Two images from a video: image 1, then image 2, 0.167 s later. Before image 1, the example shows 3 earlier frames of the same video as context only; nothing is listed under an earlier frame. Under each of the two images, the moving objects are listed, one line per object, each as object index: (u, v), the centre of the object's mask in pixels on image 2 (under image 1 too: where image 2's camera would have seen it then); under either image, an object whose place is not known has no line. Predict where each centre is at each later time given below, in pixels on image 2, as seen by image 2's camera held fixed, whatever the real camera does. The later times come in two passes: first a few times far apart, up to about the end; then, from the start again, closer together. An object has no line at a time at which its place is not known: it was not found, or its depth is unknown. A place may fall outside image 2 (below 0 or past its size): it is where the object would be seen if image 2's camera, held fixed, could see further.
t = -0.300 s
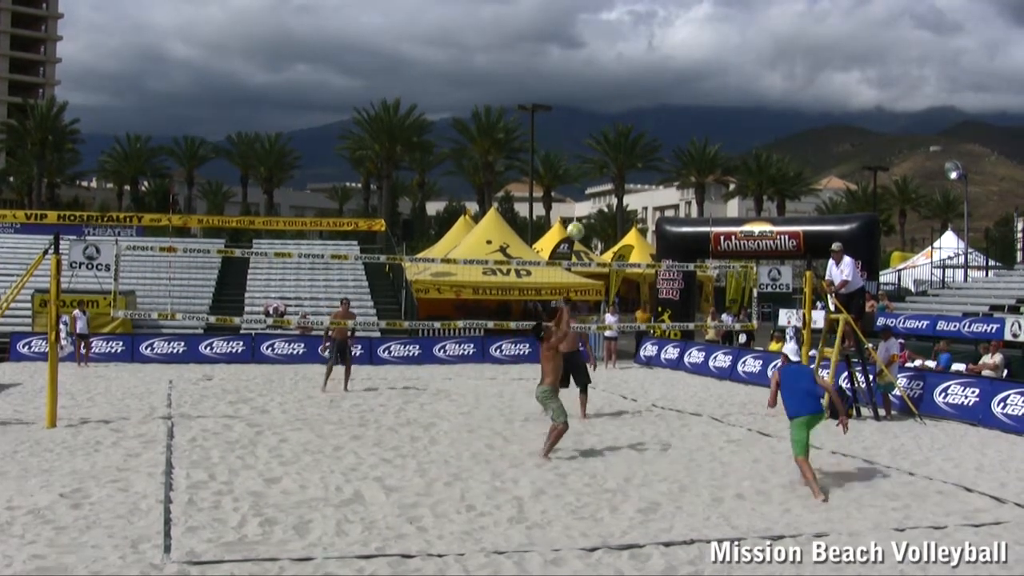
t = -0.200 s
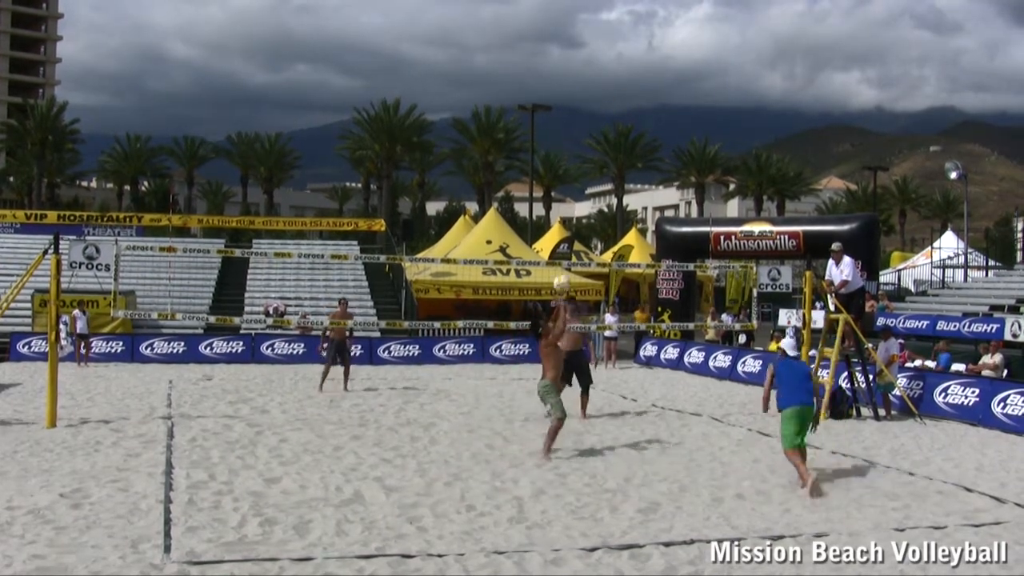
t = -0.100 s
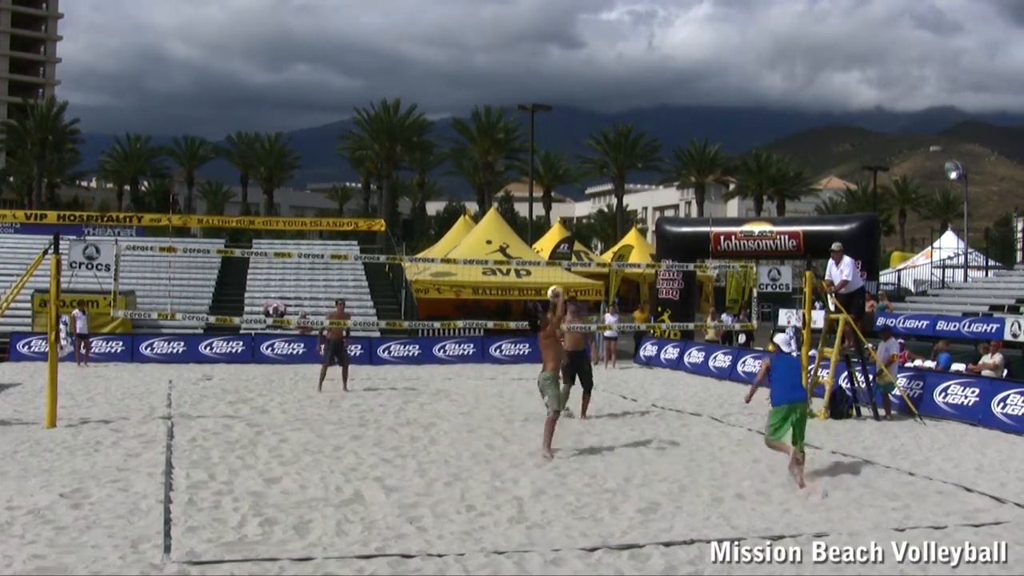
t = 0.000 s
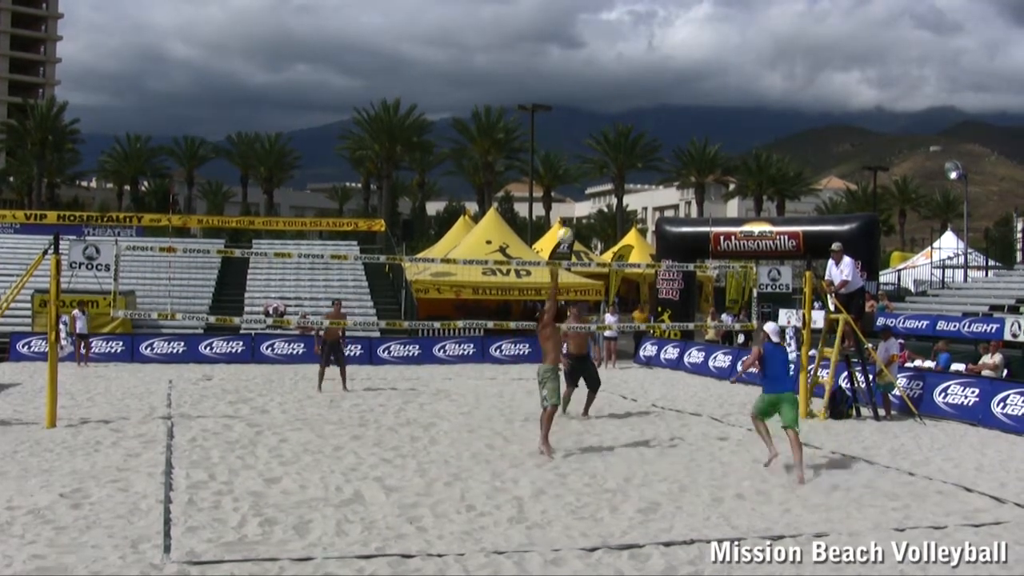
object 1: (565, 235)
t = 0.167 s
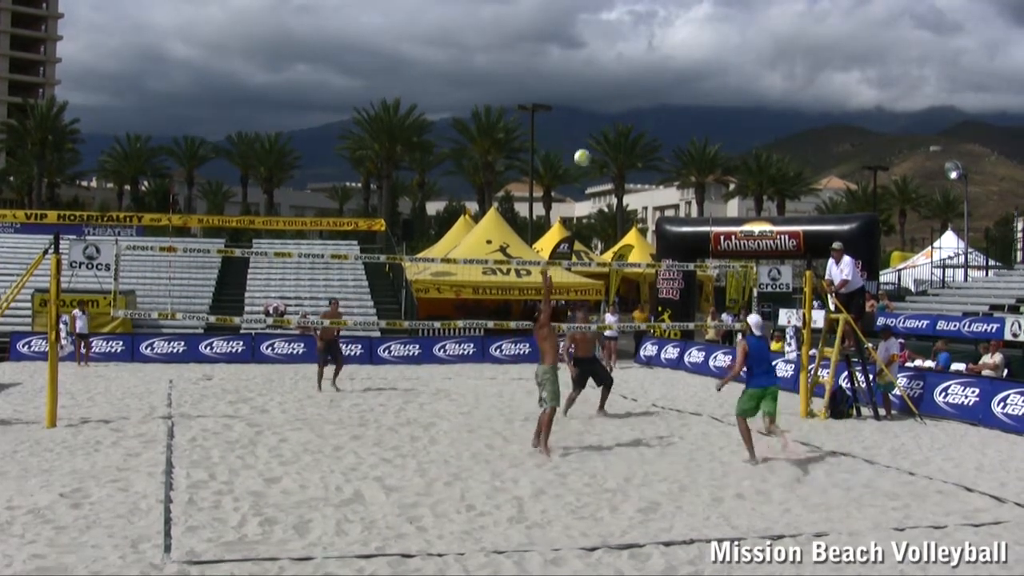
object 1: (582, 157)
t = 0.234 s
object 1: (588, 134)
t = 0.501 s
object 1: (610, 72)
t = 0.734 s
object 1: (628, 64)
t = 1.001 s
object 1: (645, 101)
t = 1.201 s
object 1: (656, 162)
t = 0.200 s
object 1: (585, 145)
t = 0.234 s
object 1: (588, 134)
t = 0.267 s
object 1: (592, 123)
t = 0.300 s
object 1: (594, 113)
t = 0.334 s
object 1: (597, 104)
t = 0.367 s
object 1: (600, 96)
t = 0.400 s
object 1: (602, 89)
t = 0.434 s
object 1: (605, 82)
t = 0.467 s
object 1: (607, 76)
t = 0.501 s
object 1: (610, 72)
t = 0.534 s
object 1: (613, 68)
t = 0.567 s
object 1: (616, 65)
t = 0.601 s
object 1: (618, 63)
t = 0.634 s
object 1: (621, 62)
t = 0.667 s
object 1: (623, 62)
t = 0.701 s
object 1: (625, 62)
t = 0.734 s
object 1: (628, 64)
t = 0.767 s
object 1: (630, 65)
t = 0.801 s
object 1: (632, 68)
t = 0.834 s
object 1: (634, 71)
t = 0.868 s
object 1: (635, 75)
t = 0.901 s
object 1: (638, 80)
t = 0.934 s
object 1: (640, 86)
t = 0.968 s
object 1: (643, 93)
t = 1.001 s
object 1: (645, 101)
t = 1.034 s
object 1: (647, 110)
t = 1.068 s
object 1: (649, 119)
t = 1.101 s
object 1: (651, 128)
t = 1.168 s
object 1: (655, 150)
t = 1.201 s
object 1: (656, 162)
